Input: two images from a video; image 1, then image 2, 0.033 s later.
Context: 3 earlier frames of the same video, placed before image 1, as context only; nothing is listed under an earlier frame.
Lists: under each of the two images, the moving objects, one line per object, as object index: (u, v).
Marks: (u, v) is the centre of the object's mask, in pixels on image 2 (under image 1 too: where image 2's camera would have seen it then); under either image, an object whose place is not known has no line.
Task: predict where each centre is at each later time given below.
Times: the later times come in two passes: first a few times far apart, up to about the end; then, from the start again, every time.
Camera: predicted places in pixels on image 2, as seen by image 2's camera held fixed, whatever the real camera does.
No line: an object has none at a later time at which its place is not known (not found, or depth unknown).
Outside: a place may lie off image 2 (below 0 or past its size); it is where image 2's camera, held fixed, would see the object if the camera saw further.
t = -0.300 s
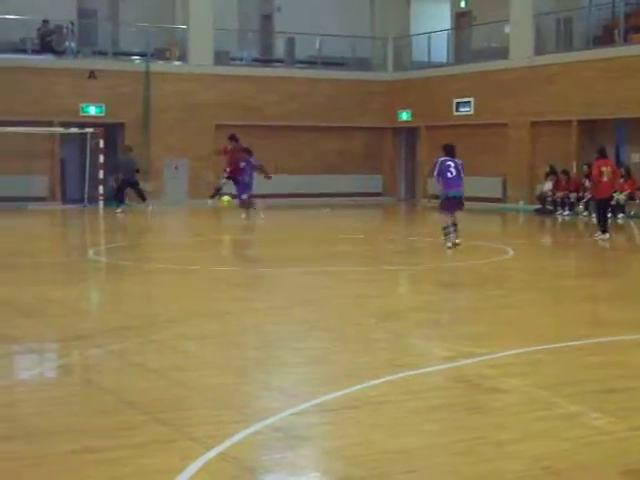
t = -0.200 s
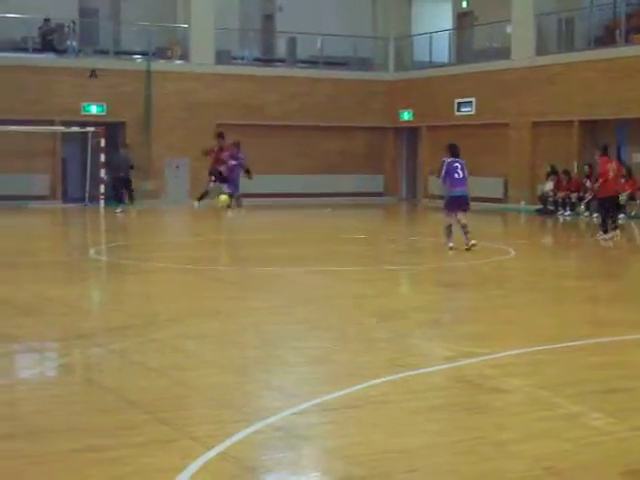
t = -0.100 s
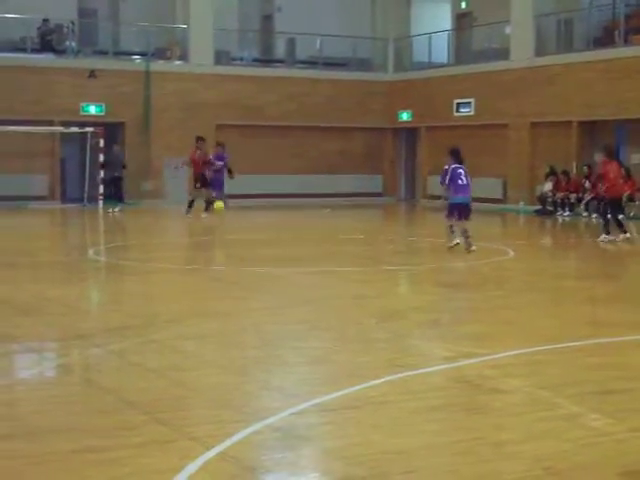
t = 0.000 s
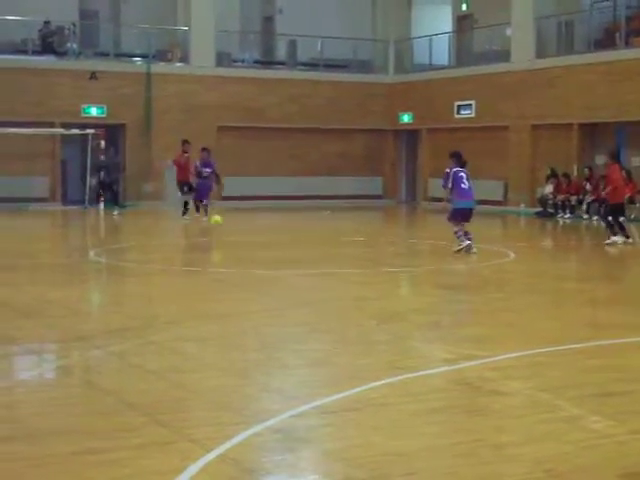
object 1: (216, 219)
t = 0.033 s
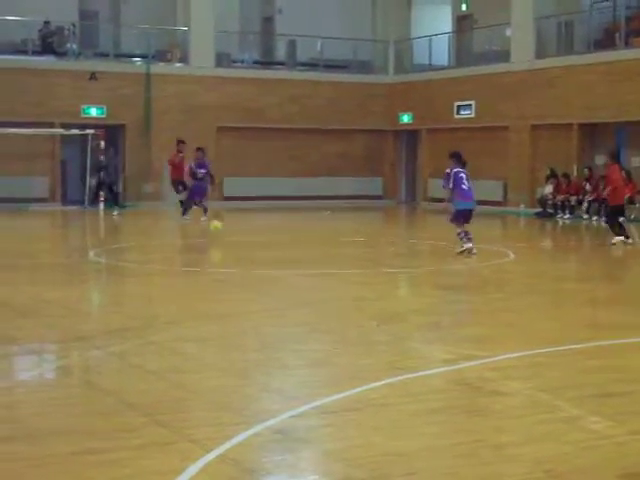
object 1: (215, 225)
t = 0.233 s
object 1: (212, 231)
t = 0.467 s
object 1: (214, 249)
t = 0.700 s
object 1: (217, 264)
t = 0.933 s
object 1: (221, 279)
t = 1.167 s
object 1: (225, 296)
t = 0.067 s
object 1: (215, 234)
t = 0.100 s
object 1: (215, 235)
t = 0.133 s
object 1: (215, 233)
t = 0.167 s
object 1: (214, 232)
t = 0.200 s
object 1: (214, 231)
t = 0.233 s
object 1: (212, 231)
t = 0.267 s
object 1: (213, 233)
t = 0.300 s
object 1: (213, 235)
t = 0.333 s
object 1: (212, 237)
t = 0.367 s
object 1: (214, 240)
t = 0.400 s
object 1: (214, 245)
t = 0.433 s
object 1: (214, 251)
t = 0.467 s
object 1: (214, 249)
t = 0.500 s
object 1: (214, 248)
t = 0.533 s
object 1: (215, 248)
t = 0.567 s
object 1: (215, 249)
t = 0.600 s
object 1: (217, 254)
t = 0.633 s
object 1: (216, 258)
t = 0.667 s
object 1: (217, 262)
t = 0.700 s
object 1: (217, 264)
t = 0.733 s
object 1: (217, 267)
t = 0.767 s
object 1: (217, 268)
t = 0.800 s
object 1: (218, 268)
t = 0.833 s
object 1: (218, 270)
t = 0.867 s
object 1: (219, 272)
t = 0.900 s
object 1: (220, 277)
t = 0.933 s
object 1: (221, 279)
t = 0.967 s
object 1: (221, 281)
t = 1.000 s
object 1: (222, 283)
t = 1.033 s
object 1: (222, 285)
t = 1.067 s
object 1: (223, 289)
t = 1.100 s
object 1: (224, 292)
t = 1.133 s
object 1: (224, 294)
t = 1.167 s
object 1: (225, 296)
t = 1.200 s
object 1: (225, 301)
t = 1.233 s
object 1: (227, 302)
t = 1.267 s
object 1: (227, 305)
